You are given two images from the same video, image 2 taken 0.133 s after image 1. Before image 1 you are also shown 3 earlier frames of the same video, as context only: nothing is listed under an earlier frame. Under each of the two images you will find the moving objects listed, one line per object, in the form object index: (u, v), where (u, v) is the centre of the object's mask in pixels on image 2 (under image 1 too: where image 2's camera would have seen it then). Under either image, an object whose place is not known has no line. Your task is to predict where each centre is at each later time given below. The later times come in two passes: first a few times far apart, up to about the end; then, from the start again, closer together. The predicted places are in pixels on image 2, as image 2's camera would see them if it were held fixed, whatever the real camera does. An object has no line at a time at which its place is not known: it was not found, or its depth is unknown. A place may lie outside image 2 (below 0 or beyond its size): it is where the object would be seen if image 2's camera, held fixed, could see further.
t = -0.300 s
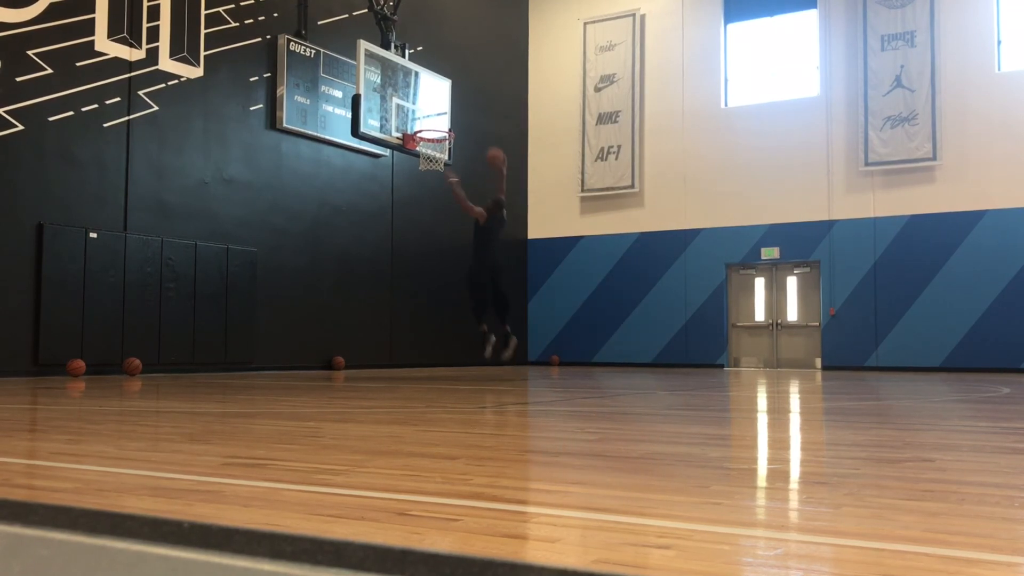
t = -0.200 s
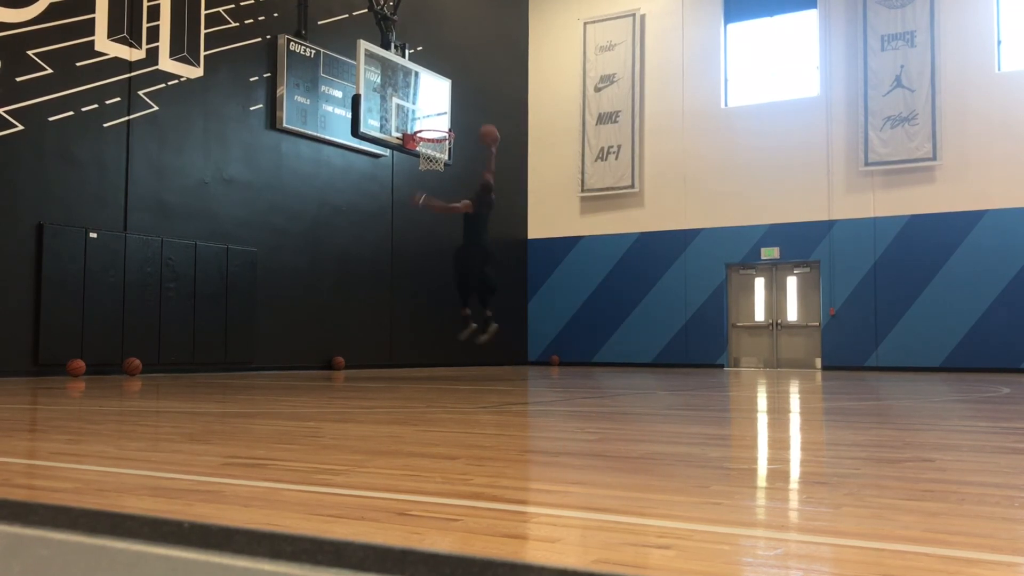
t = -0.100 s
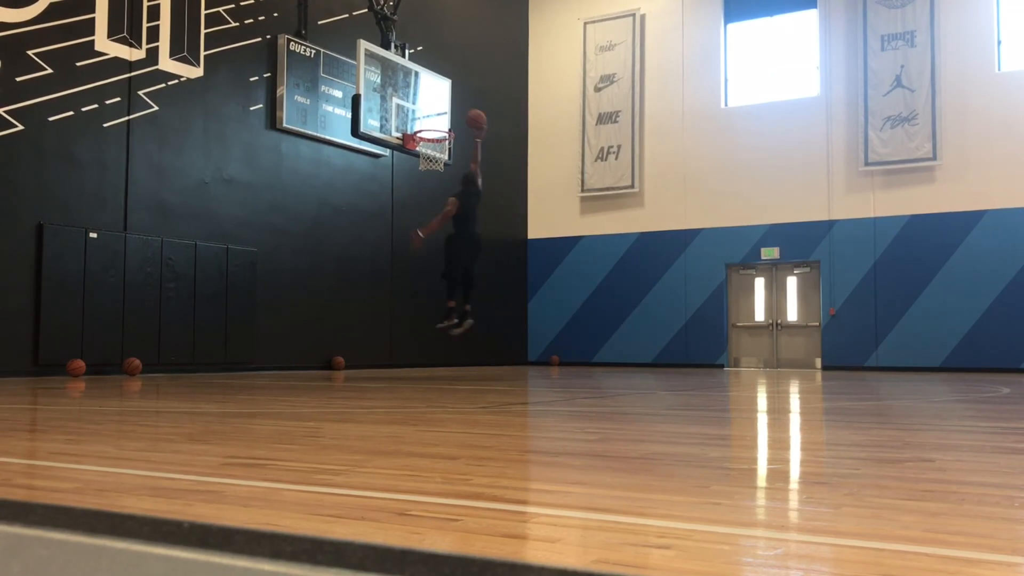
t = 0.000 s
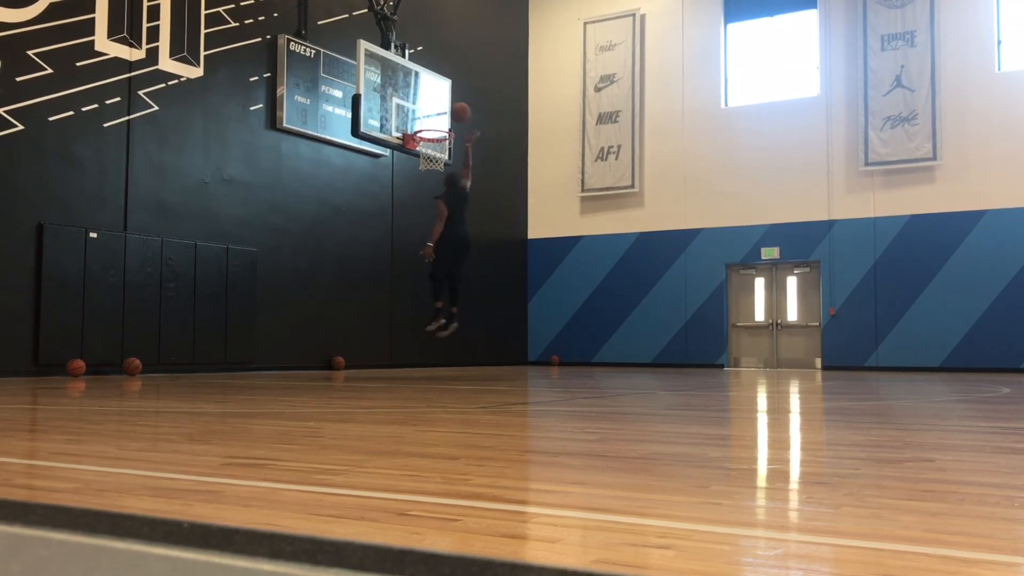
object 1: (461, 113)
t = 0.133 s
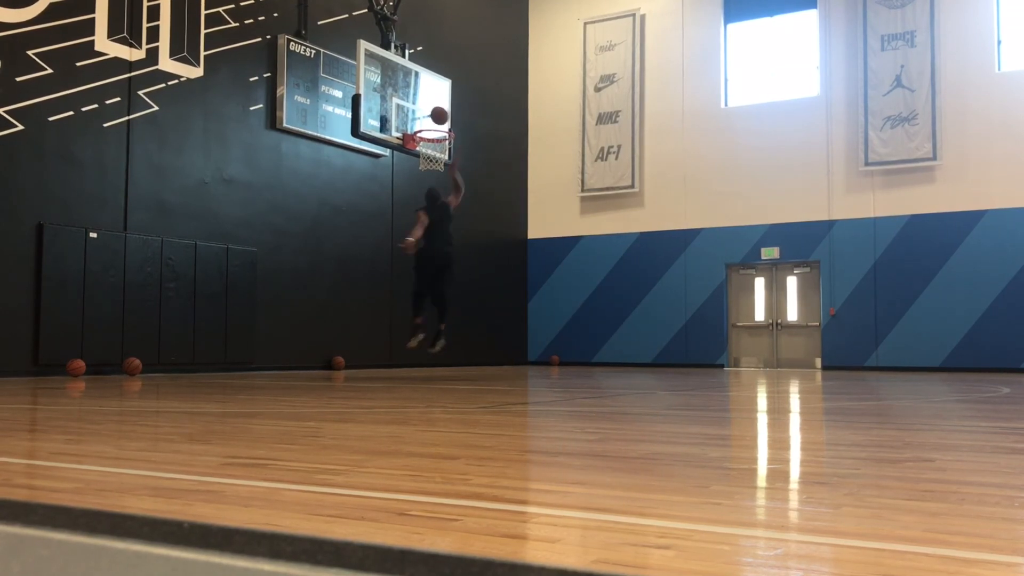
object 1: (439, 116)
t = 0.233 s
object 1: (423, 126)
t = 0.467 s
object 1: (451, 119)
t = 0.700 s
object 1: (482, 152)
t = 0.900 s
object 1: (506, 219)
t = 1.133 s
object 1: (537, 341)
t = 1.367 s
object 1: (556, 291)
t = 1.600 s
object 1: (570, 230)
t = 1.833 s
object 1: (585, 216)
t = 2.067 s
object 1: (601, 251)
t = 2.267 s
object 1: (616, 321)
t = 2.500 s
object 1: (632, 328)
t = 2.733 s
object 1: (649, 279)
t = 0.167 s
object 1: (433, 119)
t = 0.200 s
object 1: (428, 122)
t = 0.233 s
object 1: (423, 126)
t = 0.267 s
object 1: (425, 125)
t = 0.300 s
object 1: (429, 122)
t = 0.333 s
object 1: (433, 120)
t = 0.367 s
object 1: (438, 118)
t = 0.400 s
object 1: (442, 118)
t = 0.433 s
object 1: (447, 118)
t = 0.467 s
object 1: (451, 119)
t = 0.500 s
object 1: (456, 121)
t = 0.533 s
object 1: (460, 124)
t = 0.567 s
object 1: (464, 127)
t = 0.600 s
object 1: (469, 133)
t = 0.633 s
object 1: (473, 138)
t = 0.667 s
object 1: (477, 144)
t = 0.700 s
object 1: (482, 152)
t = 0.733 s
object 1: (486, 161)
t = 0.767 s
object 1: (490, 171)
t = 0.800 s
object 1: (494, 182)
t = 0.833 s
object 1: (498, 192)
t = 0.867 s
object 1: (502, 205)
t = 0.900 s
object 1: (506, 219)
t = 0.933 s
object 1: (511, 234)
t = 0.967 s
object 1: (515, 250)
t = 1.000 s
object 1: (520, 266)
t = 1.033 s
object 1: (524, 283)
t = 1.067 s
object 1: (528, 301)
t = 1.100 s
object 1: (533, 321)
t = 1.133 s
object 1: (537, 341)
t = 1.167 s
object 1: (542, 364)
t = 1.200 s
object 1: (544, 364)
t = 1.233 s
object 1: (547, 346)
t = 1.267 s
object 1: (548, 331)
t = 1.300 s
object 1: (551, 317)
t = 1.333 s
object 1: (553, 303)
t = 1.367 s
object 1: (556, 291)
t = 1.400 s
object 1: (557, 279)
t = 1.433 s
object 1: (559, 268)
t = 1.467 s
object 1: (561, 258)
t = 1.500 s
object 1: (564, 250)
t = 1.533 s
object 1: (566, 243)
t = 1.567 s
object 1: (568, 236)
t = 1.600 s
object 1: (570, 230)
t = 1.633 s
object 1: (572, 224)
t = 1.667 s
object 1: (574, 220)
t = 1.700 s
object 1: (577, 218)
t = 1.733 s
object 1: (579, 216)
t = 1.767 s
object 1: (581, 215)
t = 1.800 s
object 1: (583, 215)
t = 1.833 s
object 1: (585, 216)
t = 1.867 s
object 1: (588, 217)
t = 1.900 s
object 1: (590, 221)
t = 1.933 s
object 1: (592, 225)
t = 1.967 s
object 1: (595, 230)
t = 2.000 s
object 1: (597, 236)
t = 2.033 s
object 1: (599, 243)
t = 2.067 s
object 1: (601, 251)
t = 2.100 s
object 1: (604, 260)
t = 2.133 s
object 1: (606, 270)
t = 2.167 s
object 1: (609, 281)
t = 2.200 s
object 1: (611, 292)
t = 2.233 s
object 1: (613, 306)
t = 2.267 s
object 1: (616, 321)
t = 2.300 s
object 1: (618, 336)
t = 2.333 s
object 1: (620, 353)
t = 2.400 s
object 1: (625, 363)
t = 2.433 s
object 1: (627, 351)
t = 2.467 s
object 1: (630, 338)
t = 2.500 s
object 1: (632, 328)
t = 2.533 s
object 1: (634, 318)
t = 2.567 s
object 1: (637, 308)
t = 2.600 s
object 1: (639, 300)
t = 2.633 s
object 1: (642, 294)
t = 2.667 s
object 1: (644, 288)
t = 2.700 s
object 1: (647, 283)
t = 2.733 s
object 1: (649, 279)
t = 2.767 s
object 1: (652, 276)
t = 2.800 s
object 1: (654, 275)
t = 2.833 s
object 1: (657, 274)
